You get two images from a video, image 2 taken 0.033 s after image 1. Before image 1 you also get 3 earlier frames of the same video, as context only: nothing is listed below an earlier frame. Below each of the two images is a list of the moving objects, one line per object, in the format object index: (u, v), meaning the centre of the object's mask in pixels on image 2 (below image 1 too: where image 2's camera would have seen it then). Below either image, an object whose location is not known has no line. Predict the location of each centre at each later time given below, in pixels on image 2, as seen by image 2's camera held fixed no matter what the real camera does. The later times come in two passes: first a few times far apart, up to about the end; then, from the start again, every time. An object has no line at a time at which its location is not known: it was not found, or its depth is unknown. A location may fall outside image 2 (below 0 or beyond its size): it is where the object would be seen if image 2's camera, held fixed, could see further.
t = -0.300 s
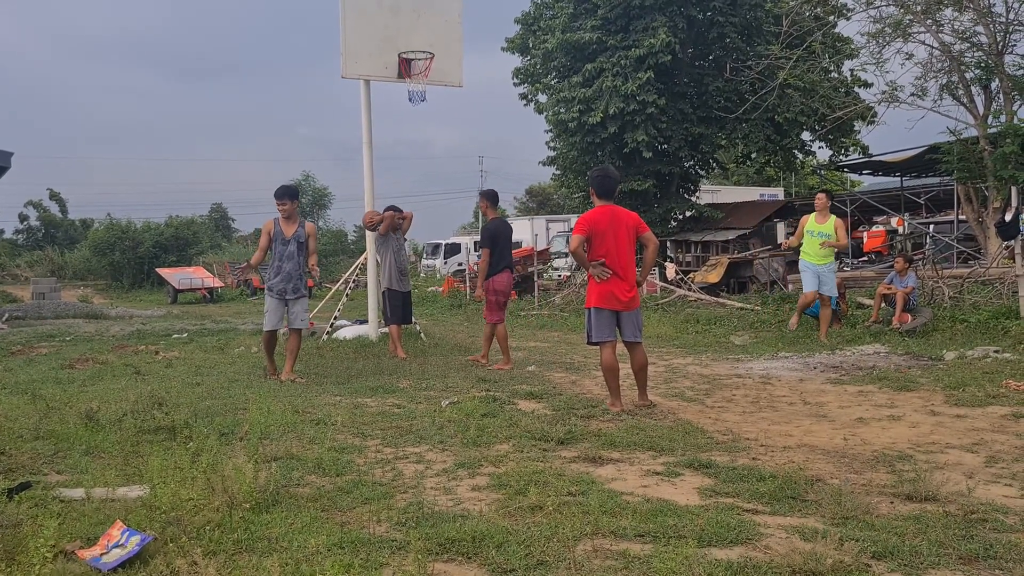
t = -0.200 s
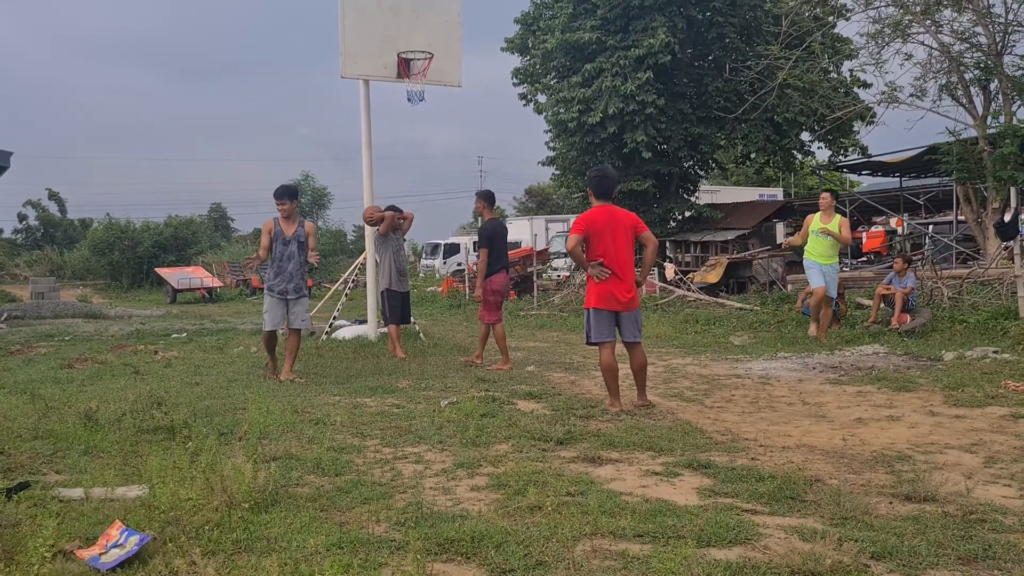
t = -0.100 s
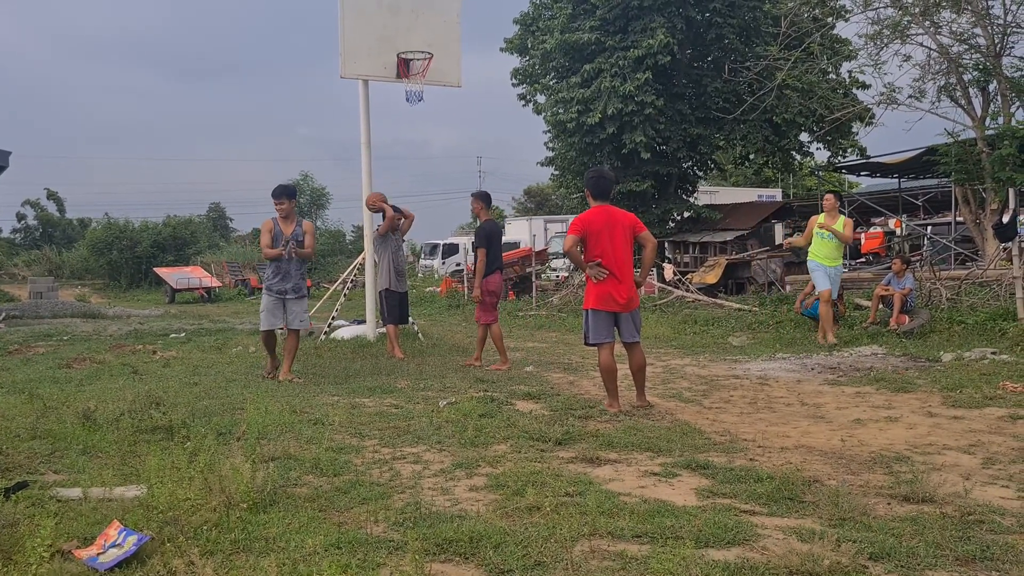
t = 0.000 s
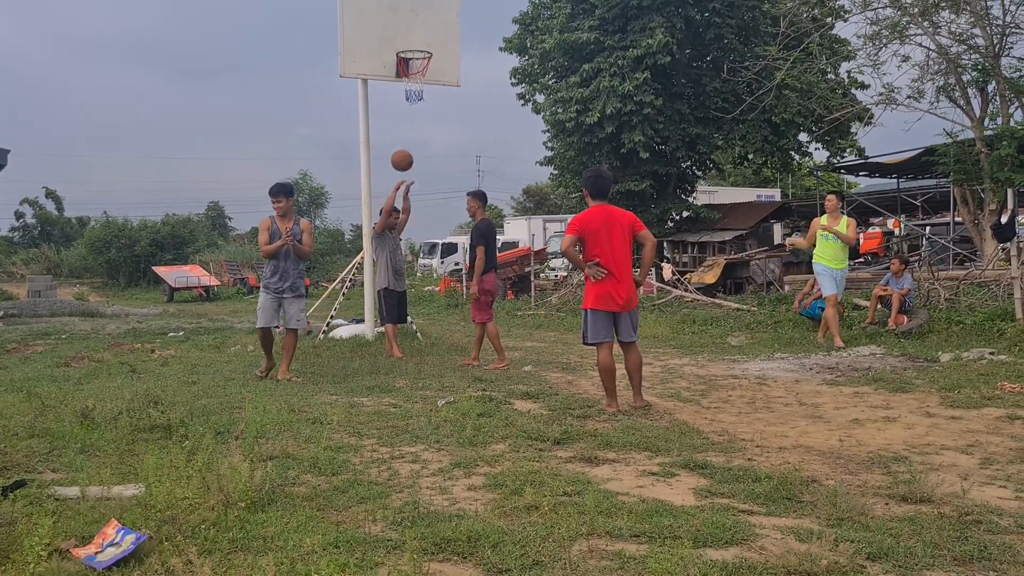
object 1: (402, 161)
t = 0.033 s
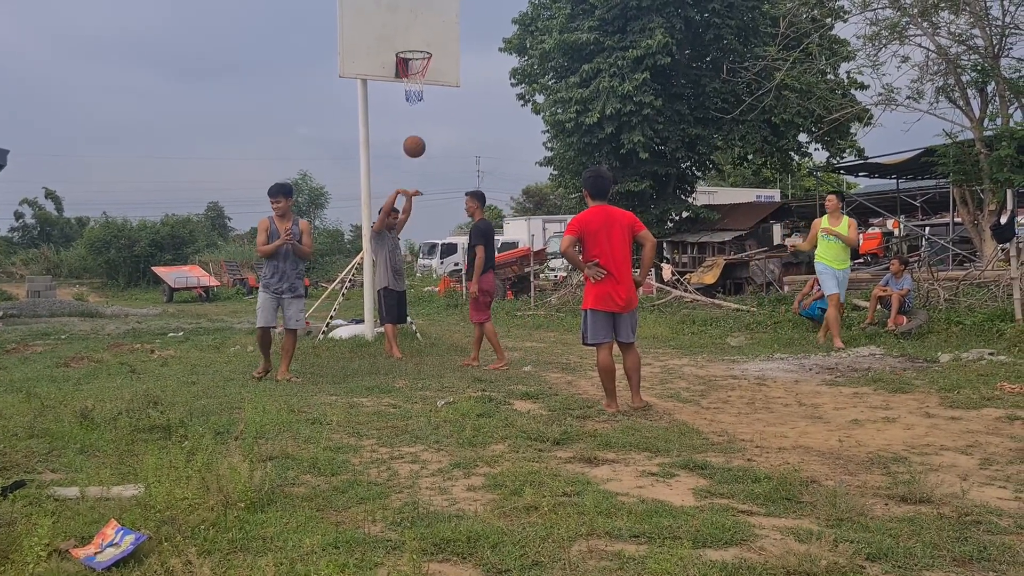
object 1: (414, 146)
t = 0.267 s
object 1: (506, 72)
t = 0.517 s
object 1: (609, 45)
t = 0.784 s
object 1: (725, 85)
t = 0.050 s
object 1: (421, 140)
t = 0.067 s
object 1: (427, 133)
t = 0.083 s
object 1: (433, 126)
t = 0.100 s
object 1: (440, 120)
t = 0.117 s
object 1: (446, 114)
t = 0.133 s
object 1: (453, 109)
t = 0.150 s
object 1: (459, 103)
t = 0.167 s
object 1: (466, 98)
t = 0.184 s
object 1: (473, 93)
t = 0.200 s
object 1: (479, 88)
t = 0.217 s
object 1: (486, 84)
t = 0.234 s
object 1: (493, 80)
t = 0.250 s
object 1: (499, 76)
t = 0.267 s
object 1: (506, 72)
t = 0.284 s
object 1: (512, 69)
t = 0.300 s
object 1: (520, 65)
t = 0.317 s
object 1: (526, 61)
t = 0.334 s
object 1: (533, 59)
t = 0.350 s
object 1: (540, 56)
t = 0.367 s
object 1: (547, 54)
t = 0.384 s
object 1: (553, 51)
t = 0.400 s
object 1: (560, 50)
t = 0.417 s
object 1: (567, 48)
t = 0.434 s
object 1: (574, 47)
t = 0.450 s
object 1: (581, 46)
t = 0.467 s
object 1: (588, 46)
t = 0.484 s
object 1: (595, 45)
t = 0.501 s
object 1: (602, 45)
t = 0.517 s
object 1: (609, 45)
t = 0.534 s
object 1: (616, 45)
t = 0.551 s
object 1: (623, 45)
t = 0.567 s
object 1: (631, 47)
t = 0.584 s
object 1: (637, 48)
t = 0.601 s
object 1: (645, 49)
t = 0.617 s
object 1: (652, 51)
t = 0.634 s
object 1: (659, 54)
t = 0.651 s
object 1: (667, 56)
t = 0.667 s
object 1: (674, 58)
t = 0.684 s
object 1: (681, 61)
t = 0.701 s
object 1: (688, 64)
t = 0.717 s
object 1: (695, 68)
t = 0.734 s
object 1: (703, 72)
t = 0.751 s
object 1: (710, 75)
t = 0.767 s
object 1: (717, 80)
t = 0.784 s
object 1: (725, 85)
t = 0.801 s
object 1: (732, 90)
